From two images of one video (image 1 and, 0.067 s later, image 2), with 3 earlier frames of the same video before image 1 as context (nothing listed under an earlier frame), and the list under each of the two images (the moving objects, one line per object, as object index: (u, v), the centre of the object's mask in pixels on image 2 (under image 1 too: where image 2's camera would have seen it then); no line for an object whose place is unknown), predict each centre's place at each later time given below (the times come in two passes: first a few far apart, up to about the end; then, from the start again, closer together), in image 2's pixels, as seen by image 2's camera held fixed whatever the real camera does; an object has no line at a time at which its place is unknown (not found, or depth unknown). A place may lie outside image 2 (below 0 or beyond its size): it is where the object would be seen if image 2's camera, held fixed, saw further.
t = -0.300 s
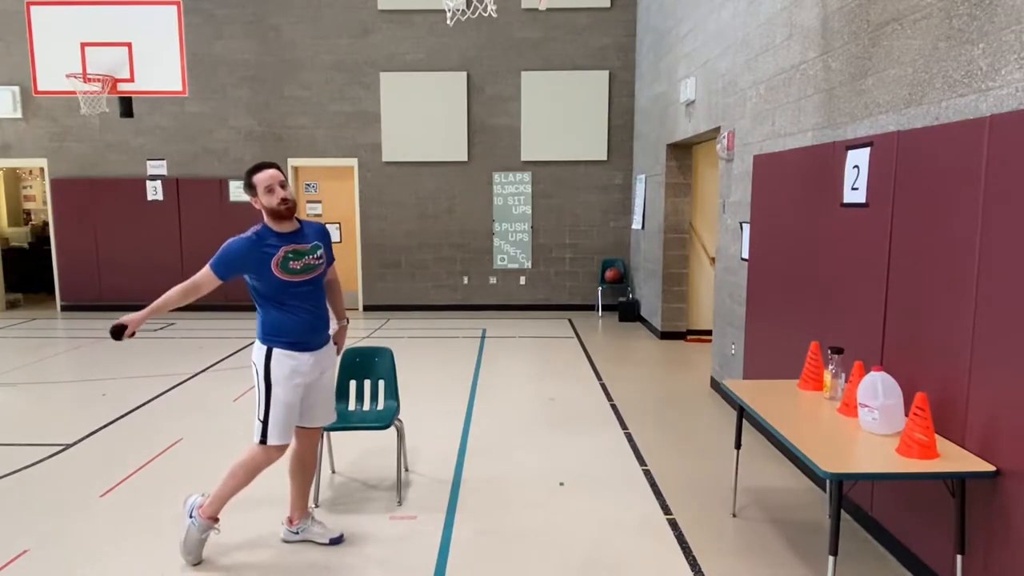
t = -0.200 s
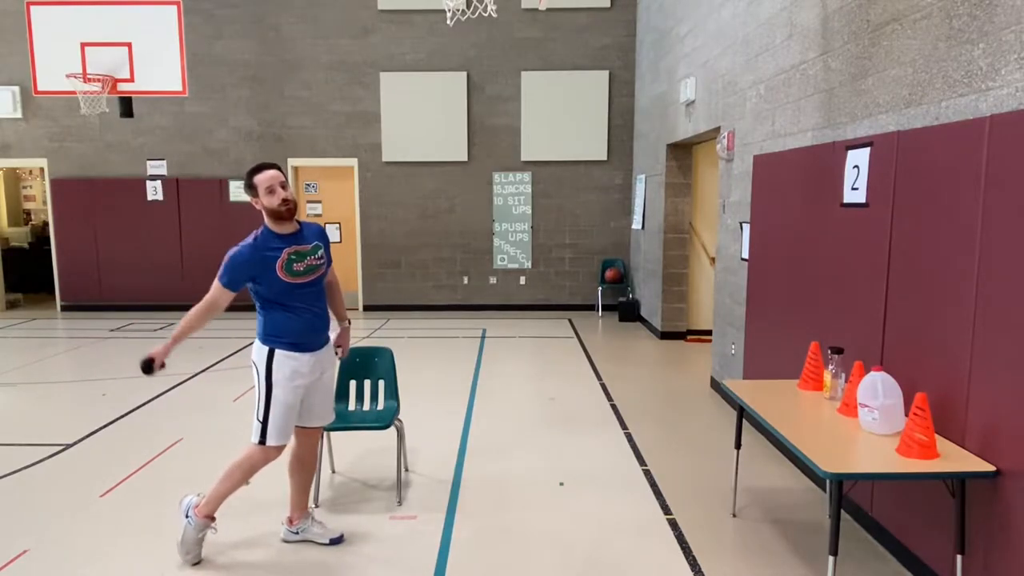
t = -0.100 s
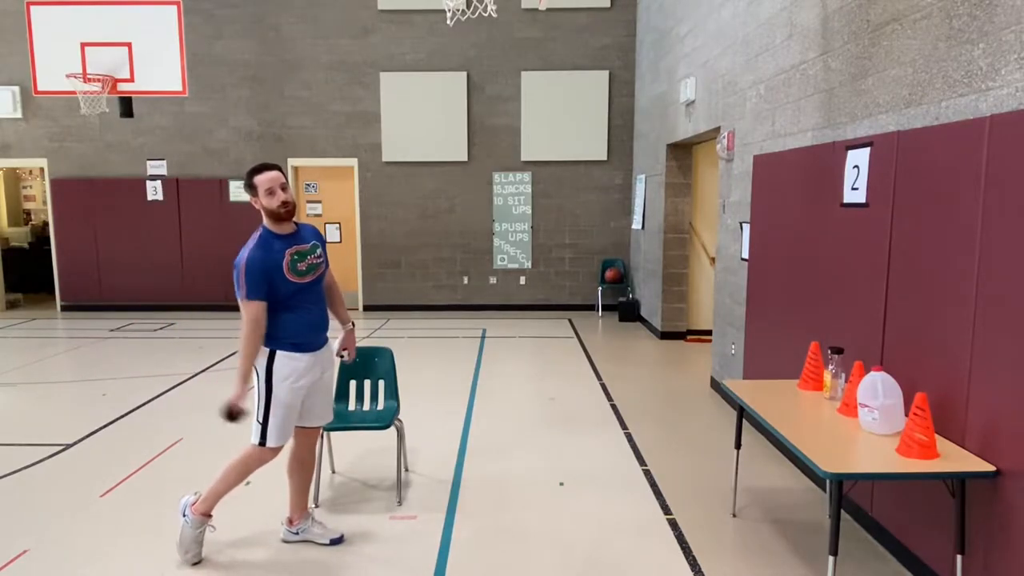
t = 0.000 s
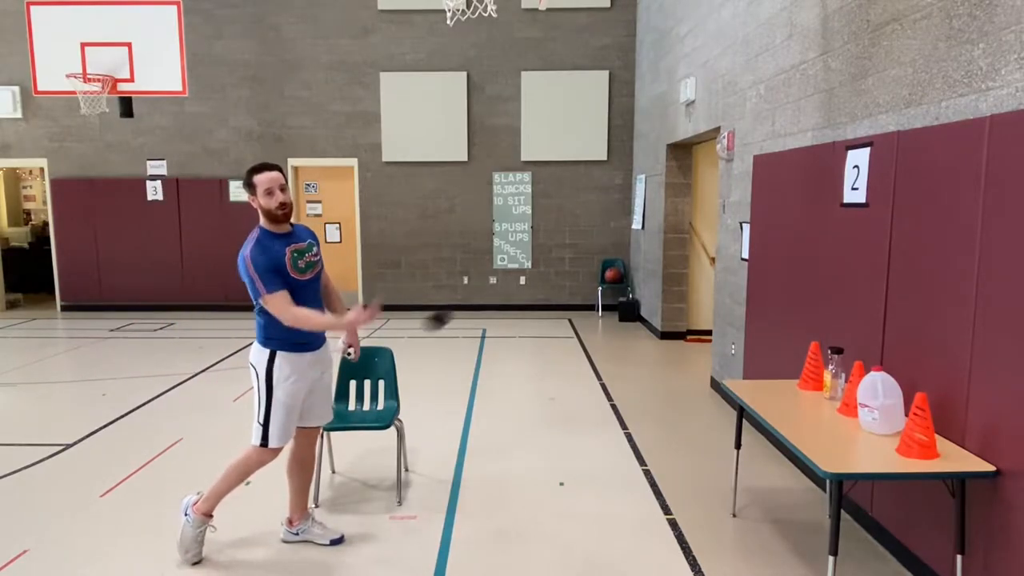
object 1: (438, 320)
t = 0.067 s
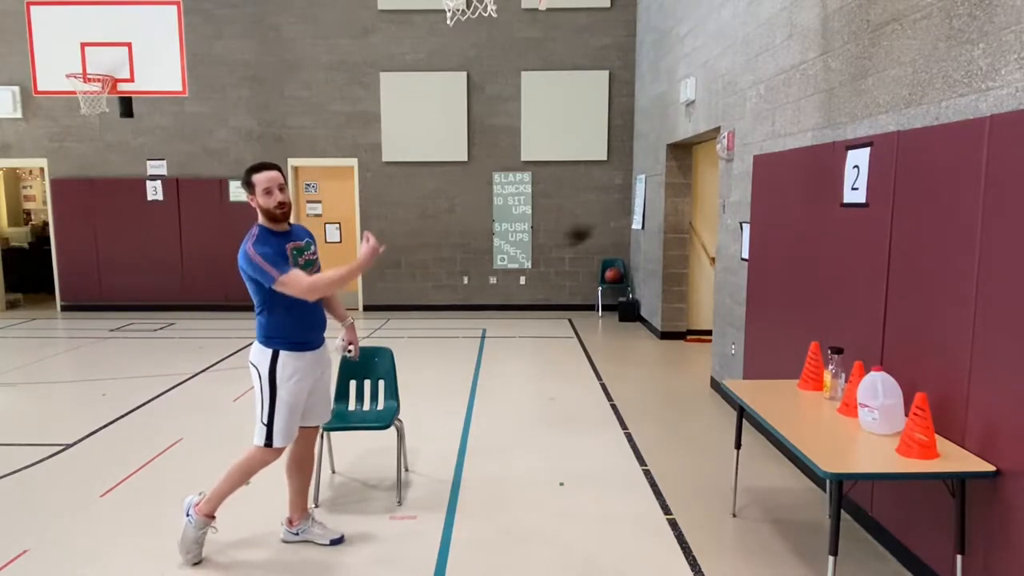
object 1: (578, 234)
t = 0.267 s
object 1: (942, 72)
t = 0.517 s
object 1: (897, 95)
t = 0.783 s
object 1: (832, 323)
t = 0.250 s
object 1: (943, 77)
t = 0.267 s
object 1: (942, 72)
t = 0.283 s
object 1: (939, 69)
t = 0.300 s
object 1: (937, 66)
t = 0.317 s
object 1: (935, 63)
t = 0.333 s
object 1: (932, 62)
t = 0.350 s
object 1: (929, 62)
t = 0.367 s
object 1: (926, 62)
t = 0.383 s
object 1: (922, 63)
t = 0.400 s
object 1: (920, 64)
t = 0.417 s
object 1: (917, 66)
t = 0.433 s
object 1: (914, 69)
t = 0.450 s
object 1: (911, 73)
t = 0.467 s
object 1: (907, 78)
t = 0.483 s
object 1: (903, 83)
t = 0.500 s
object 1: (899, 89)
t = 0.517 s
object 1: (897, 95)
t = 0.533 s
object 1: (893, 103)
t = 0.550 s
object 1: (890, 111)
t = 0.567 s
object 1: (887, 121)
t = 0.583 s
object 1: (882, 132)
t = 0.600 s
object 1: (878, 143)
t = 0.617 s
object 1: (874, 155)
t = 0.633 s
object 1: (871, 168)
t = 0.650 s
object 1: (868, 181)
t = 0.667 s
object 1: (864, 196)
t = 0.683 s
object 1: (860, 212)
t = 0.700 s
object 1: (855, 228)
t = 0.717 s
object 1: (851, 245)
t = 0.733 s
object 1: (846, 263)
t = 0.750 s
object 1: (842, 282)
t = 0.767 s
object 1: (838, 302)
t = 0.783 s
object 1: (832, 323)
